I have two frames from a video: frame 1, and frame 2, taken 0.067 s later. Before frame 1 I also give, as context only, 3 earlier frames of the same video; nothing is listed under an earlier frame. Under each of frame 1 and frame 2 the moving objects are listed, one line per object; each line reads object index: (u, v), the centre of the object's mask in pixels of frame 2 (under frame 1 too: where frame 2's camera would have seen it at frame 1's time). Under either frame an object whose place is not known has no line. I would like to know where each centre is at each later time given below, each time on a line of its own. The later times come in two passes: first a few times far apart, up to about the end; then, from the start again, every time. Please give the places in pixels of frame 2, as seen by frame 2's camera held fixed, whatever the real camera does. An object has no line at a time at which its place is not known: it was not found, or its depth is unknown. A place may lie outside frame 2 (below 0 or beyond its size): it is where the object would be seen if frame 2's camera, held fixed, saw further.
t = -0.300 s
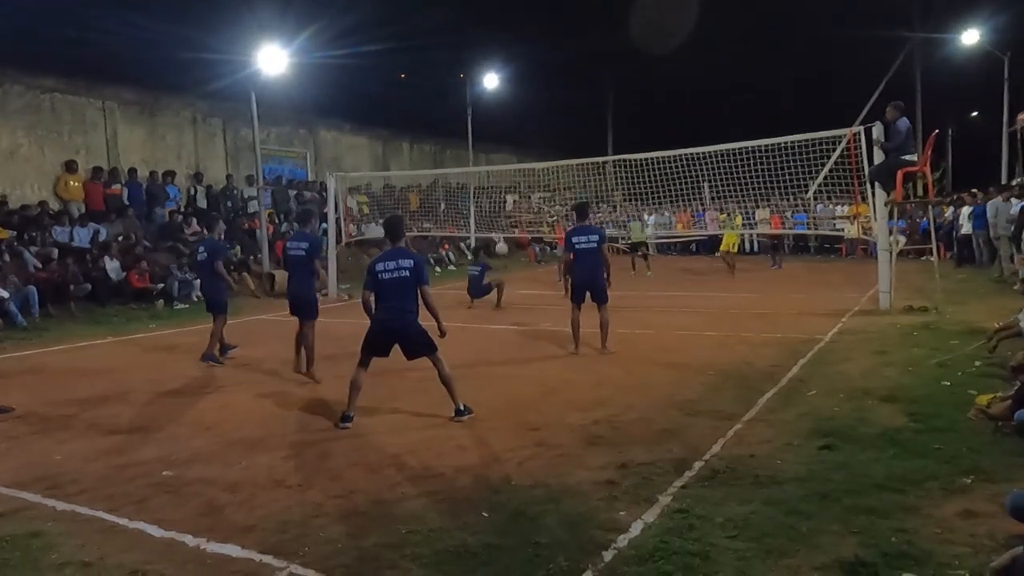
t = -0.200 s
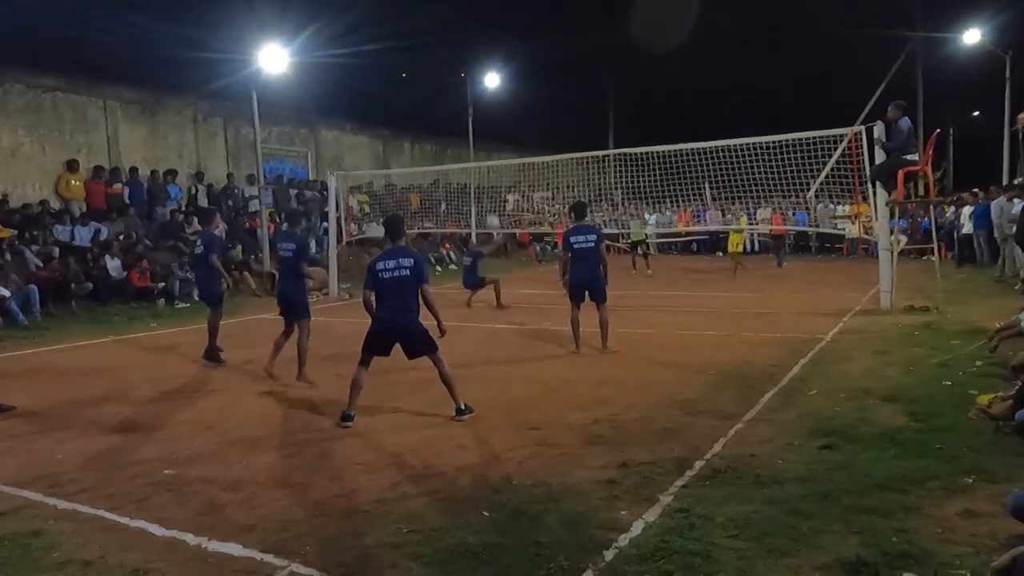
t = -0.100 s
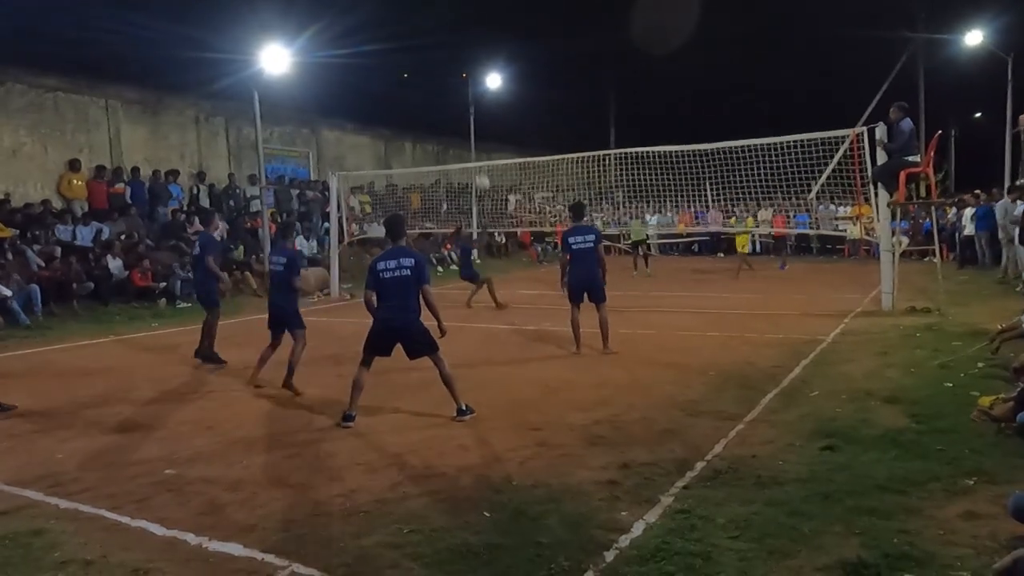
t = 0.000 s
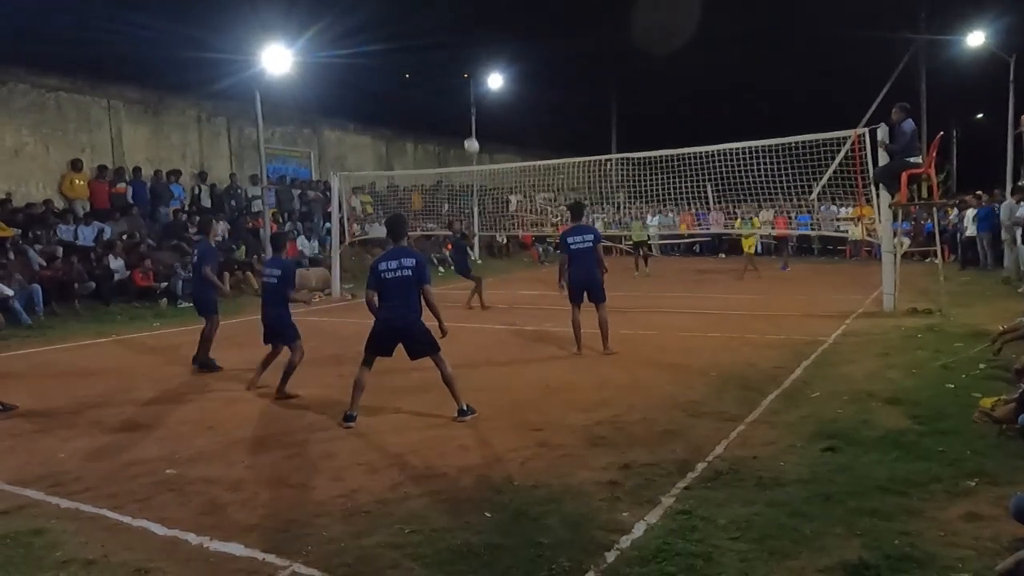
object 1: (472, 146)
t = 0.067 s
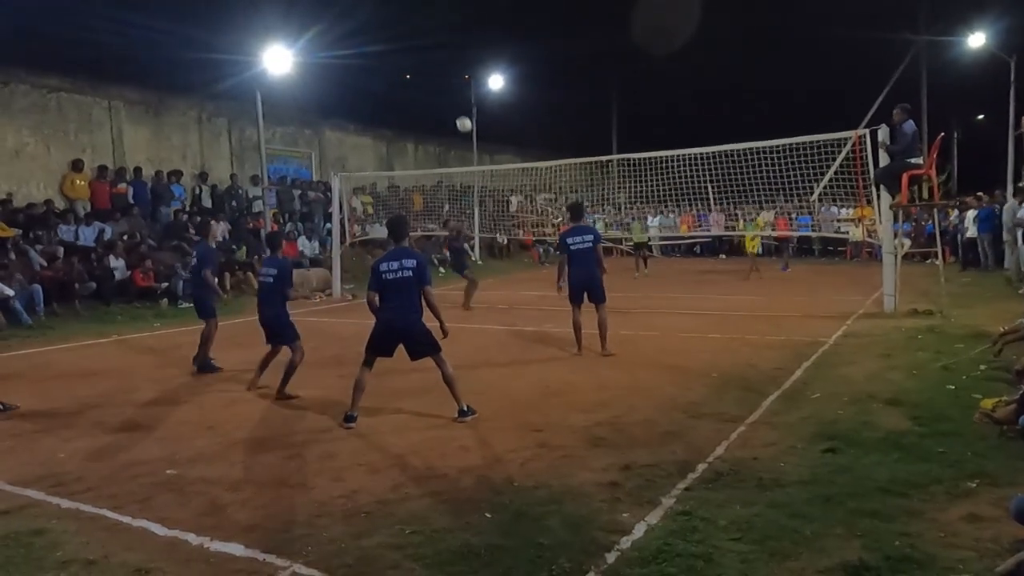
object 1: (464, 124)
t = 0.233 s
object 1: (442, 77)
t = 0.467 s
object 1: (409, 37)
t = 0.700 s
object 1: (374, 37)
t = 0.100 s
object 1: (460, 114)
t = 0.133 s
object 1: (455, 104)
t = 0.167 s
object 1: (451, 94)
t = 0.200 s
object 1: (447, 85)
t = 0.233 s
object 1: (442, 77)
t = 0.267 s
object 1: (437, 69)
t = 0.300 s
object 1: (433, 63)
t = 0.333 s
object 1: (428, 56)
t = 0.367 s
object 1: (424, 51)
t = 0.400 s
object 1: (419, 45)
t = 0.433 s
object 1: (414, 41)
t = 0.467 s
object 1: (409, 37)
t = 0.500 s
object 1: (404, 34)
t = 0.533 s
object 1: (399, 33)
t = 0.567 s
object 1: (394, 32)
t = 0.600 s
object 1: (389, 32)
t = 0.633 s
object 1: (384, 33)
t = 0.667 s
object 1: (379, 35)
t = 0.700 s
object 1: (374, 37)
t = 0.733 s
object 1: (369, 41)
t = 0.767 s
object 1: (364, 46)
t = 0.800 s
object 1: (358, 52)
